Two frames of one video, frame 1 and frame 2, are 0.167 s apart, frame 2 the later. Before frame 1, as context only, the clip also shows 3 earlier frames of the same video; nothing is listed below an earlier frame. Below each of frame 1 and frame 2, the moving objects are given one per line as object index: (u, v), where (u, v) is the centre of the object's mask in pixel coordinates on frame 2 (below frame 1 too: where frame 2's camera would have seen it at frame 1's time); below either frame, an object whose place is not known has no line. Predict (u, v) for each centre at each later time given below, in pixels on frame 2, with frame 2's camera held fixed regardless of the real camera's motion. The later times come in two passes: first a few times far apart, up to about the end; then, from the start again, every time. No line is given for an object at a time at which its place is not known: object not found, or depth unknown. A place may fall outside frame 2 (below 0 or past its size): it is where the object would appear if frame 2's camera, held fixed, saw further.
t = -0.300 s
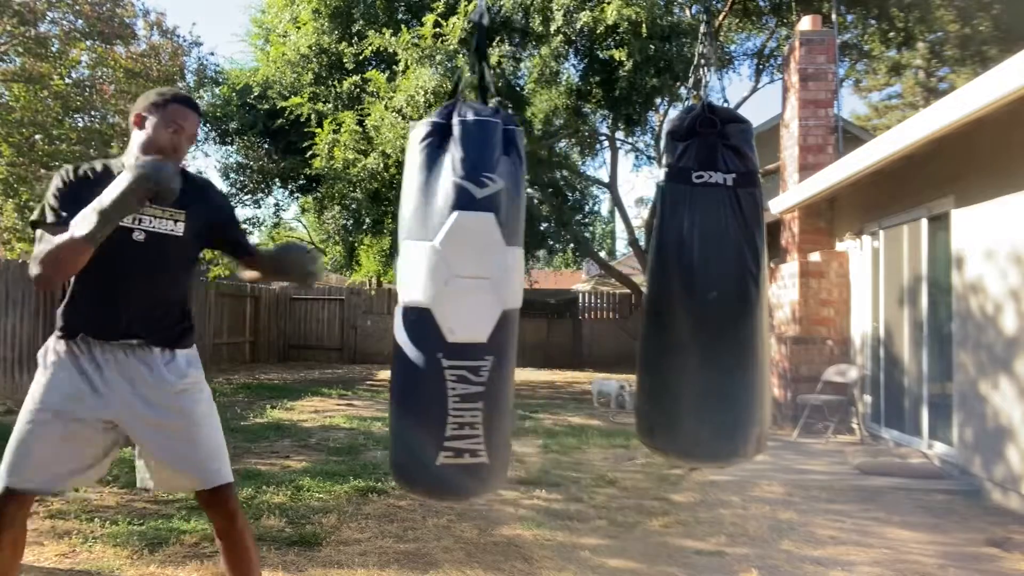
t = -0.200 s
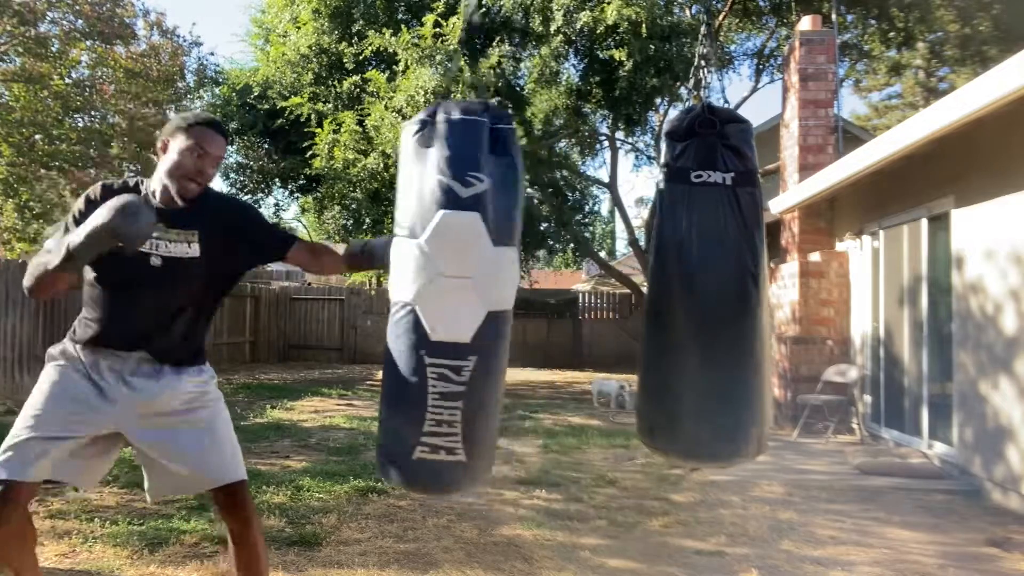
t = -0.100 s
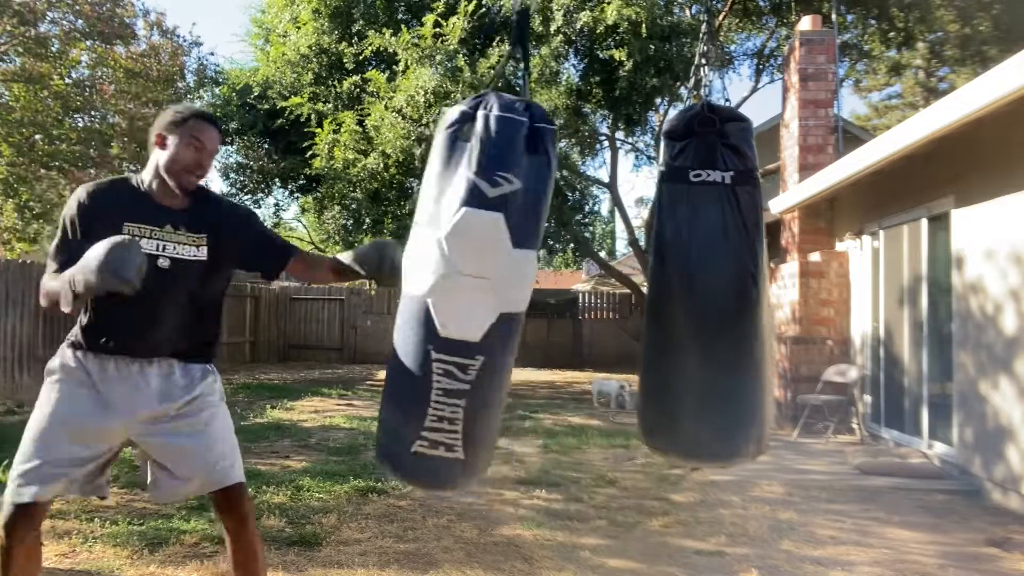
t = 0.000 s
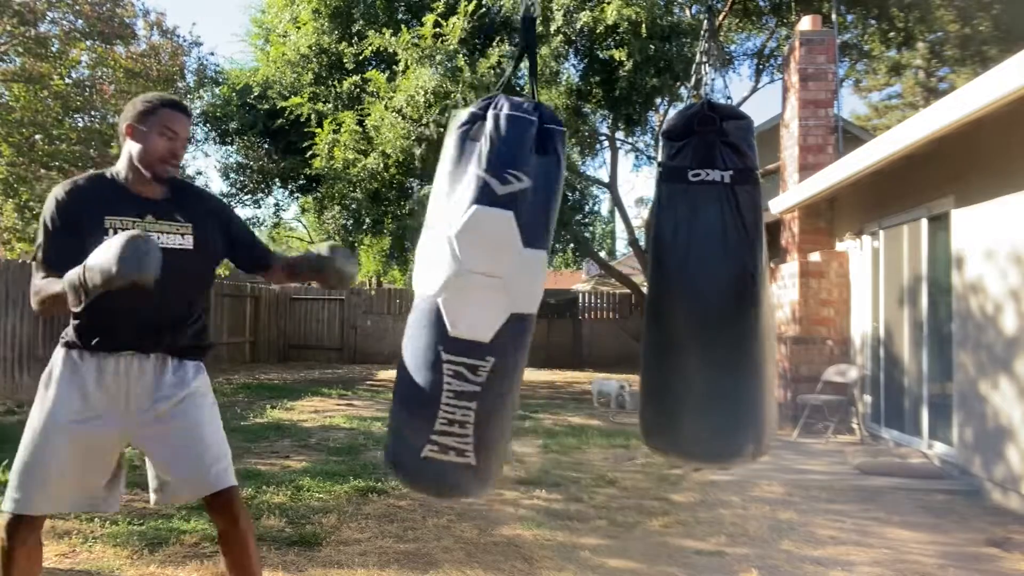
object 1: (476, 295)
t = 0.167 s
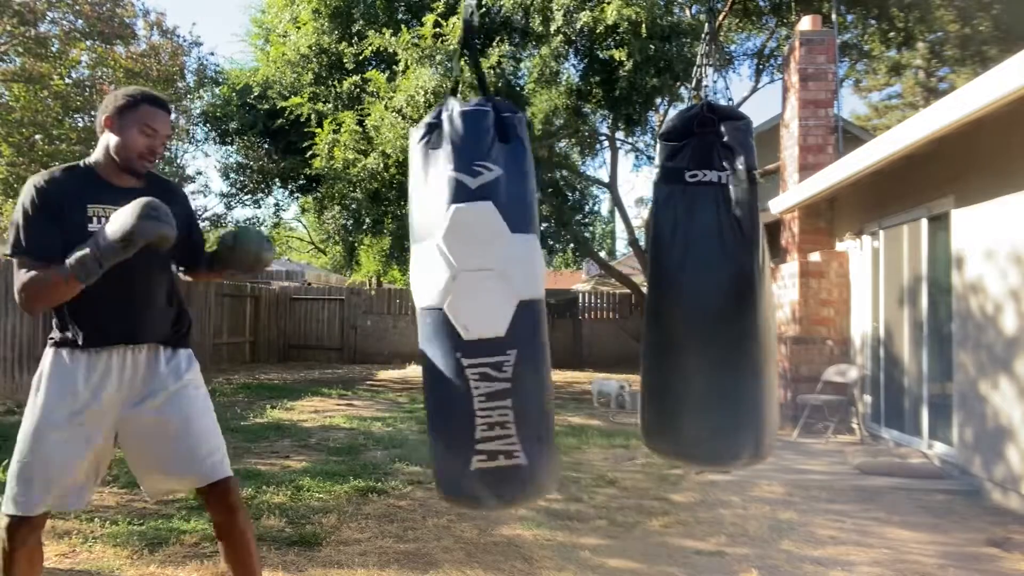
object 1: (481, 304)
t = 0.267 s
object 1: (493, 301)
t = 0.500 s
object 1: (539, 308)
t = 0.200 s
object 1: (484, 302)
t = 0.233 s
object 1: (487, 301)
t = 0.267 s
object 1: (493, 301)
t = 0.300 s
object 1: (498, 300)
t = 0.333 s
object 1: (505, 302)
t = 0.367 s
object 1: (512, 303)
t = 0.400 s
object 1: (520, 306)
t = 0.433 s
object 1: (527, 307)
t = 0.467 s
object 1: (534, 309)
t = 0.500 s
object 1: (539, 308)
